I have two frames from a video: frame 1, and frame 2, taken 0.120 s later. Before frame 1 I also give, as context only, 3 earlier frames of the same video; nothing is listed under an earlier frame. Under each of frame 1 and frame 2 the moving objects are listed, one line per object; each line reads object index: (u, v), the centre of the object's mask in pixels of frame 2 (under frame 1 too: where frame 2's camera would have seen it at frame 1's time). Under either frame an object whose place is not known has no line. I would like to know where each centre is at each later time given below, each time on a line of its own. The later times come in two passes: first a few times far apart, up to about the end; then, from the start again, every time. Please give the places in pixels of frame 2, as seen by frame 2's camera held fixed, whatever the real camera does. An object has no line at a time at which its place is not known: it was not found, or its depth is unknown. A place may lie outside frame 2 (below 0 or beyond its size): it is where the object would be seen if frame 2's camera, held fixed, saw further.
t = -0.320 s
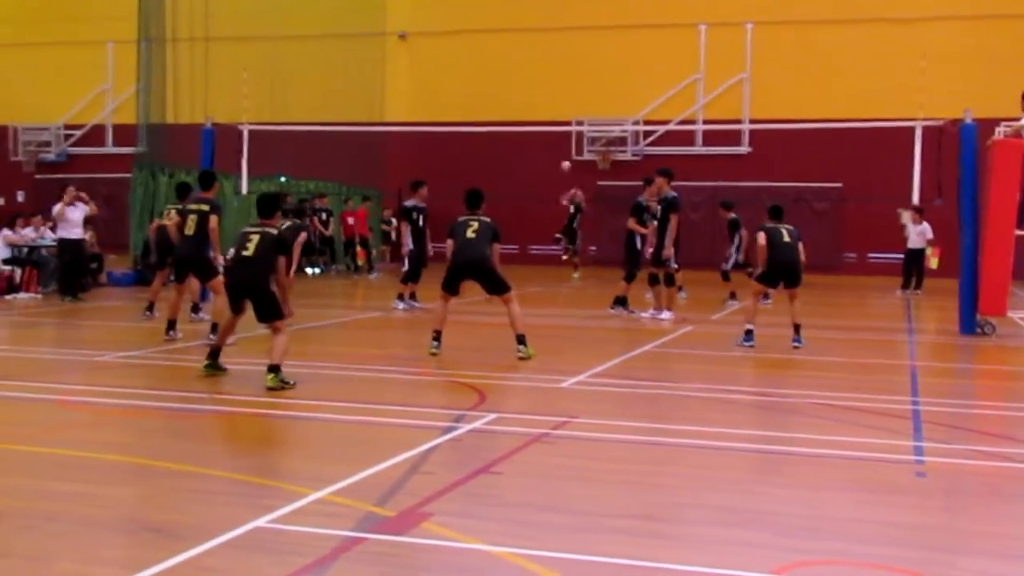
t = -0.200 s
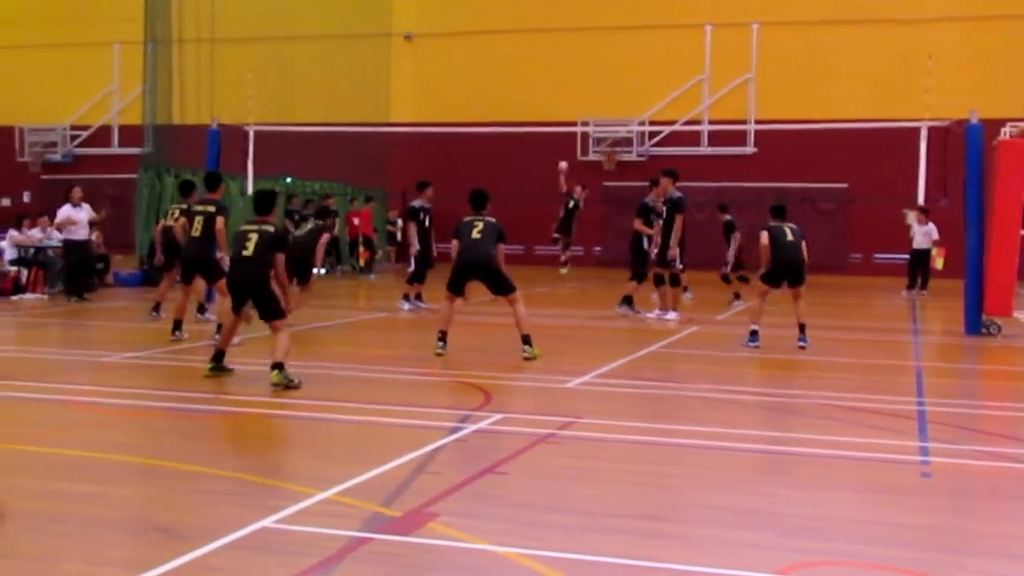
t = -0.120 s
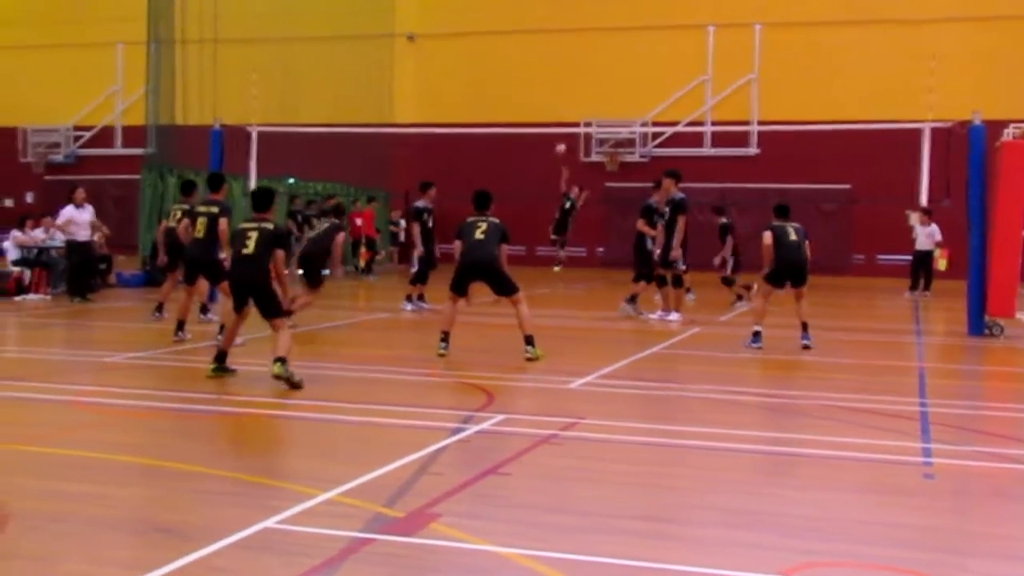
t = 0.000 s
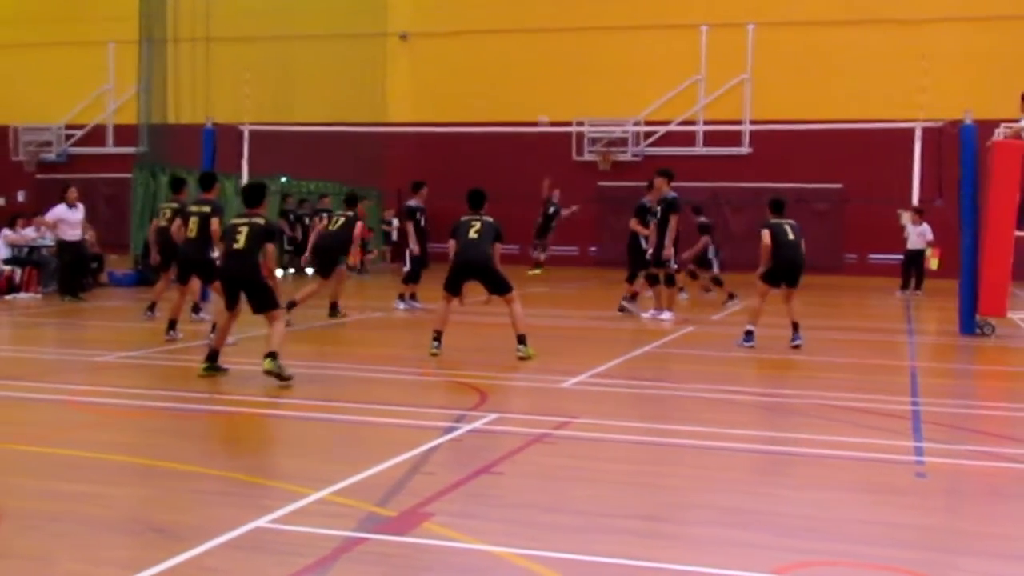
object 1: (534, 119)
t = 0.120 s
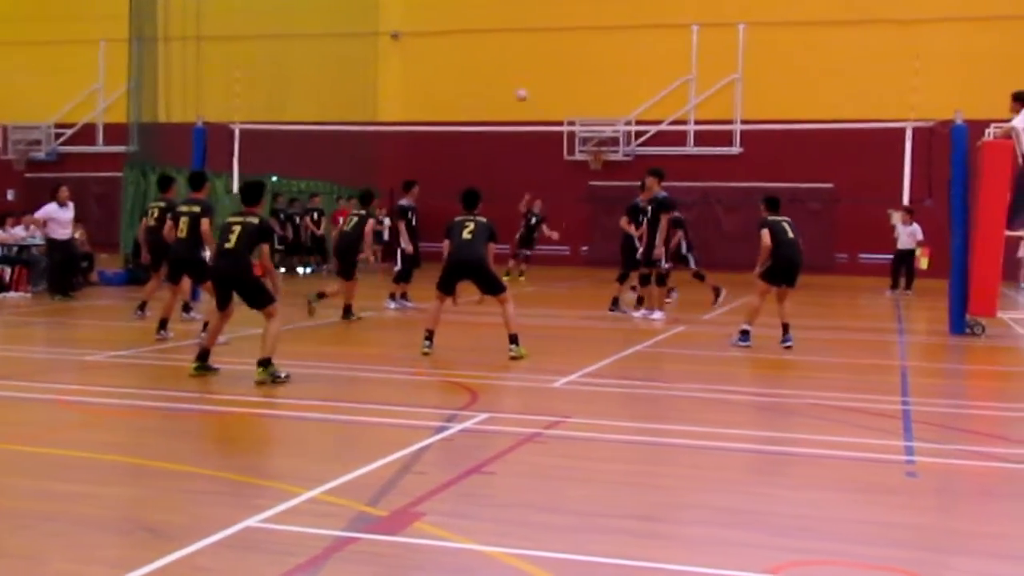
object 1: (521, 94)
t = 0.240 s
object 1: (508, 72)
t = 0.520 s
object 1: (471, 49)
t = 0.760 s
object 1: (427, 68)
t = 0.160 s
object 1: (518, 87)
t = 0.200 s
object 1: (513, 79)
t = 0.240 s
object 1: (508, 72)
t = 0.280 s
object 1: (505, 66)
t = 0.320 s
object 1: (500, 61)
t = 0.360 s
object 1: (495, 57)
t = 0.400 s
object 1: (489, 54)
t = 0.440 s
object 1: (484, 51)
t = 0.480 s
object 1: (477, 49)
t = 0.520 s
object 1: (471, 49)
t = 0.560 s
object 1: (464, 49)
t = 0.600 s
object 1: (457, 52)
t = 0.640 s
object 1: (451, 54)
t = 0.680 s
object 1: (442, 57)
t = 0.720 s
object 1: (435, 61)
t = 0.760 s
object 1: (427, 68)
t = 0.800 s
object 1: (417, 76)
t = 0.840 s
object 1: (407, 87)
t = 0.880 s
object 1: (398, 101)
